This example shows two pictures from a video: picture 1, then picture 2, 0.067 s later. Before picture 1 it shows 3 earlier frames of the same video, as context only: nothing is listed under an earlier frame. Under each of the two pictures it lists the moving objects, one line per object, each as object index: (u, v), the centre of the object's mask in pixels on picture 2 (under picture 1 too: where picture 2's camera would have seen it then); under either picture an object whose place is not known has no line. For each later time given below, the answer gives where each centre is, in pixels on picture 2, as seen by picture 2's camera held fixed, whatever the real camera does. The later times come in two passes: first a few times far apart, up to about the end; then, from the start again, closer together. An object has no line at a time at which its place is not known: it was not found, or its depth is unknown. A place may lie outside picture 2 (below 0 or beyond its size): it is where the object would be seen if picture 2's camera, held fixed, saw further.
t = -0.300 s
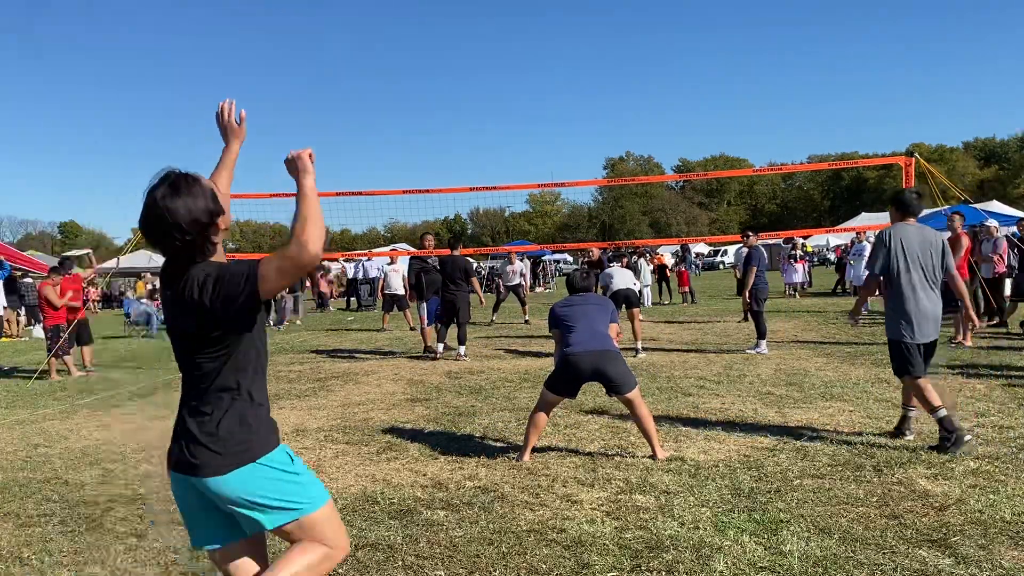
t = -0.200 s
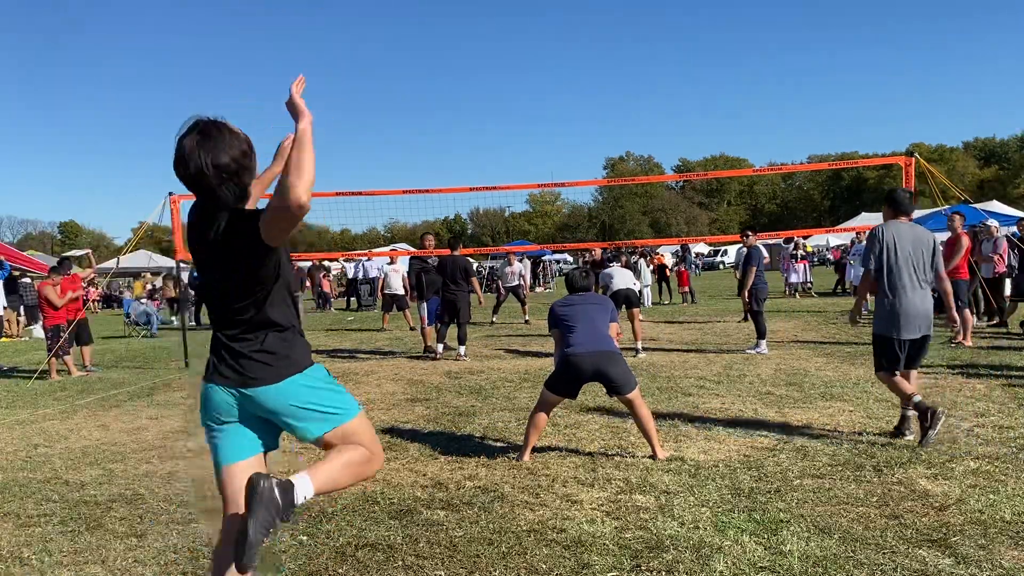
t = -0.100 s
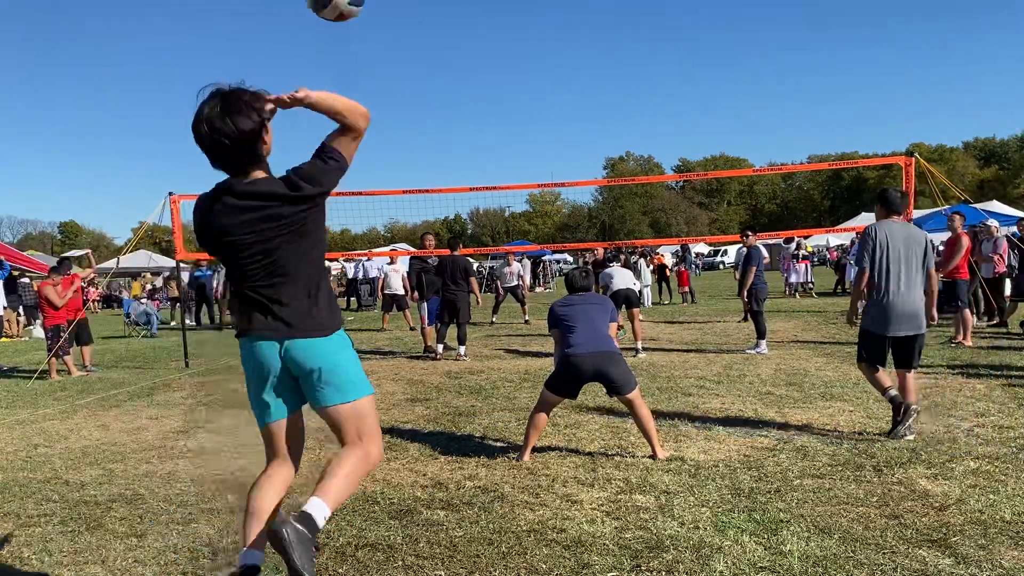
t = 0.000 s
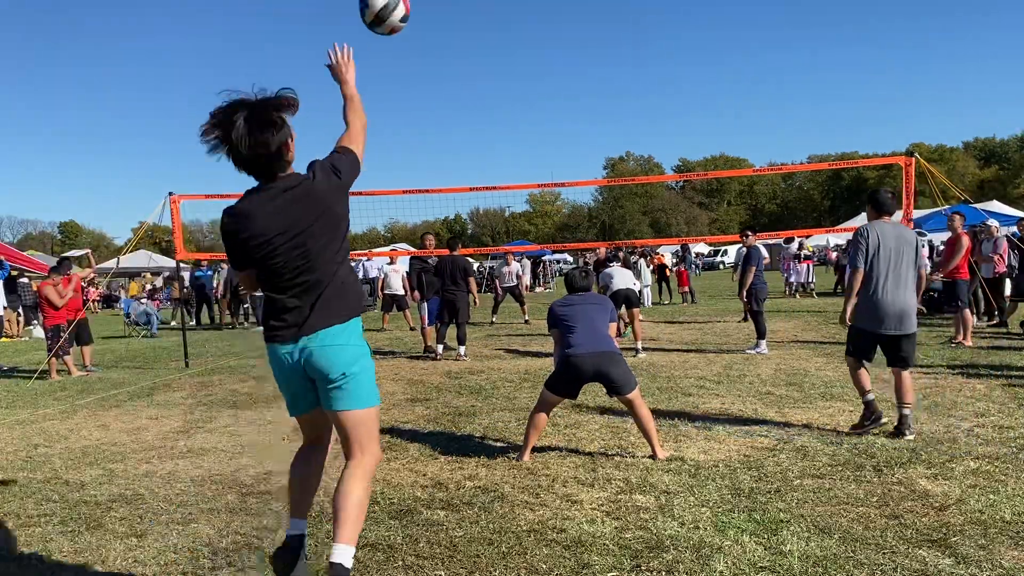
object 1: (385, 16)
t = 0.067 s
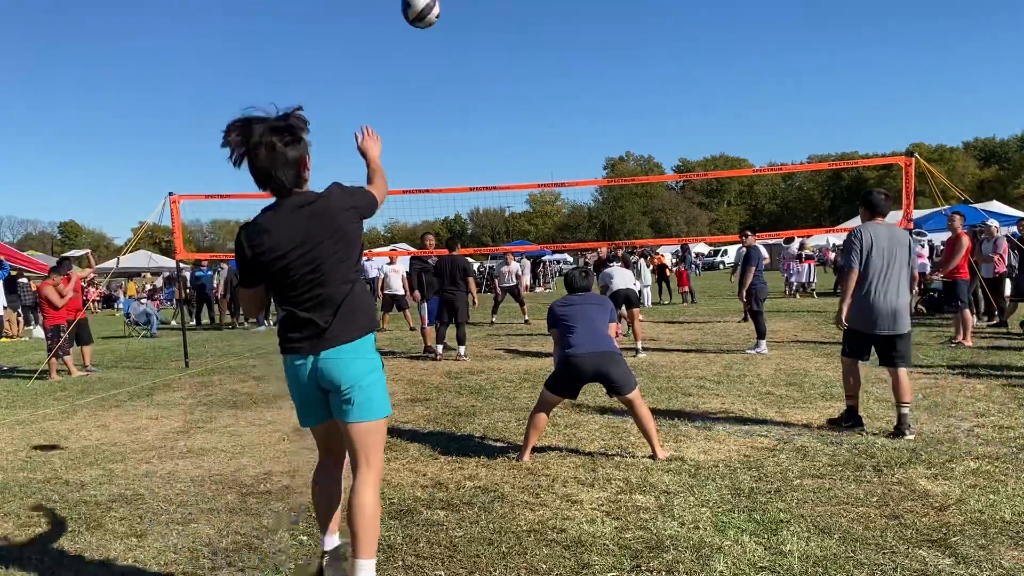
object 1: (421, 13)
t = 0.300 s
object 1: (471, 36)
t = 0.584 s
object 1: (491, 100)
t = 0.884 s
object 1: (502, 182)
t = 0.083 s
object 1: (428, 12)
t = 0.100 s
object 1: (433, 12)
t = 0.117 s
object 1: (438, 13)
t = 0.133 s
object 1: (443, 13)
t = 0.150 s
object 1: (447, 14)
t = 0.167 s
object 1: (450, 16)
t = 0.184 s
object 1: (454, 17)
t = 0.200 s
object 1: (457, 20)
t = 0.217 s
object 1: (460, 22)
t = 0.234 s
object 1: (463, 25)
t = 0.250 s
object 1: (465, 27)
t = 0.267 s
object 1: (468, 30)
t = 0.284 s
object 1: (470, 33)
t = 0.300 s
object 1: (471, 36)
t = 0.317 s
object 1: (474, 39)
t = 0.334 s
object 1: (475, 42)
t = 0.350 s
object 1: (477, 45)
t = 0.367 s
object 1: (479, 48)
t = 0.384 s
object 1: (480, 52)
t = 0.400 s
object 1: (481, 55)
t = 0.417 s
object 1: (482, 59)
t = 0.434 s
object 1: (484, 63)
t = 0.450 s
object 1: (485, 67)
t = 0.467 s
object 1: (486, 70)
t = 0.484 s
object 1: (487, 74)
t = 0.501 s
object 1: (488, 79)
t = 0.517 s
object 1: (488, 83)
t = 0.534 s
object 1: (489, 87)
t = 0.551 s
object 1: (490, 92)
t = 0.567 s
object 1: (490, 96)
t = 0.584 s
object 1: (491, 100)
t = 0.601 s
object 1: (492, 105)
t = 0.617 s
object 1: (492, 109)
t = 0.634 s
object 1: (493, 114)
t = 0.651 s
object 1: (493, 118)
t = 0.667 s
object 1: (494, 123)
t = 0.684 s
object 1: (495, 127)
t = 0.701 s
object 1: (495, 132)
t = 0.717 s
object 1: (495, 137)
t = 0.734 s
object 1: (496, 141)
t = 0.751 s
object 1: (497, 146)
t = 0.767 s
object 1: (498, 151)
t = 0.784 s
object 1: (498, 155)
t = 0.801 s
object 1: (498, 161)
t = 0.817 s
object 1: (499, 165)
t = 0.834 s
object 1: (500, 170)
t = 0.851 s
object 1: (500, 175)
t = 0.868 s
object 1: (501, 179)
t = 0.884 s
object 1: (502, 182)
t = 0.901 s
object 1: (501, 192)
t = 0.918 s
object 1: (503, 195)
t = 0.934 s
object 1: (503, 199)
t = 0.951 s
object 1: (504, 204)
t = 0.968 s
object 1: (504, 208)
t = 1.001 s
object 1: (506, 217)
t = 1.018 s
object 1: (507, 222)
